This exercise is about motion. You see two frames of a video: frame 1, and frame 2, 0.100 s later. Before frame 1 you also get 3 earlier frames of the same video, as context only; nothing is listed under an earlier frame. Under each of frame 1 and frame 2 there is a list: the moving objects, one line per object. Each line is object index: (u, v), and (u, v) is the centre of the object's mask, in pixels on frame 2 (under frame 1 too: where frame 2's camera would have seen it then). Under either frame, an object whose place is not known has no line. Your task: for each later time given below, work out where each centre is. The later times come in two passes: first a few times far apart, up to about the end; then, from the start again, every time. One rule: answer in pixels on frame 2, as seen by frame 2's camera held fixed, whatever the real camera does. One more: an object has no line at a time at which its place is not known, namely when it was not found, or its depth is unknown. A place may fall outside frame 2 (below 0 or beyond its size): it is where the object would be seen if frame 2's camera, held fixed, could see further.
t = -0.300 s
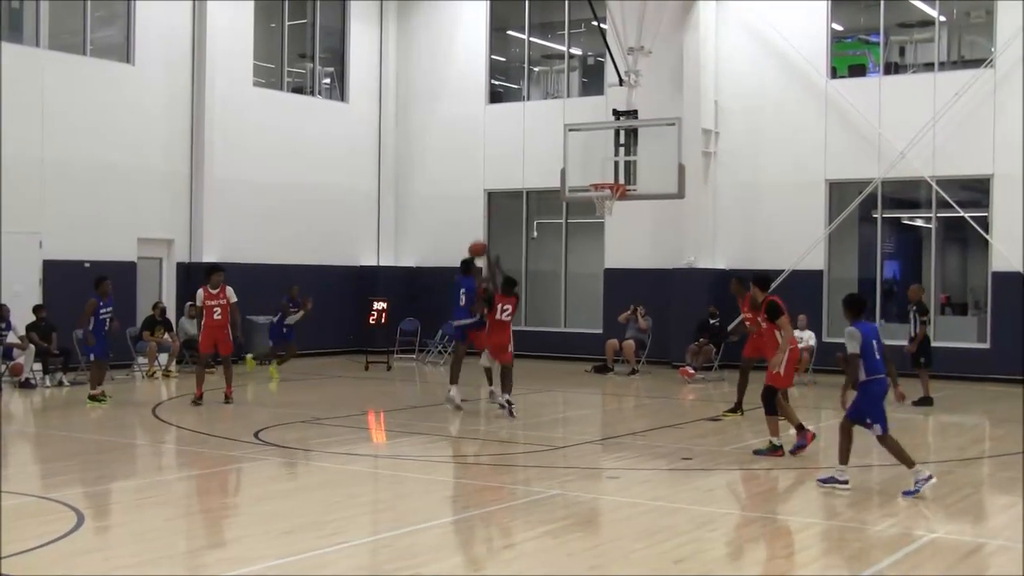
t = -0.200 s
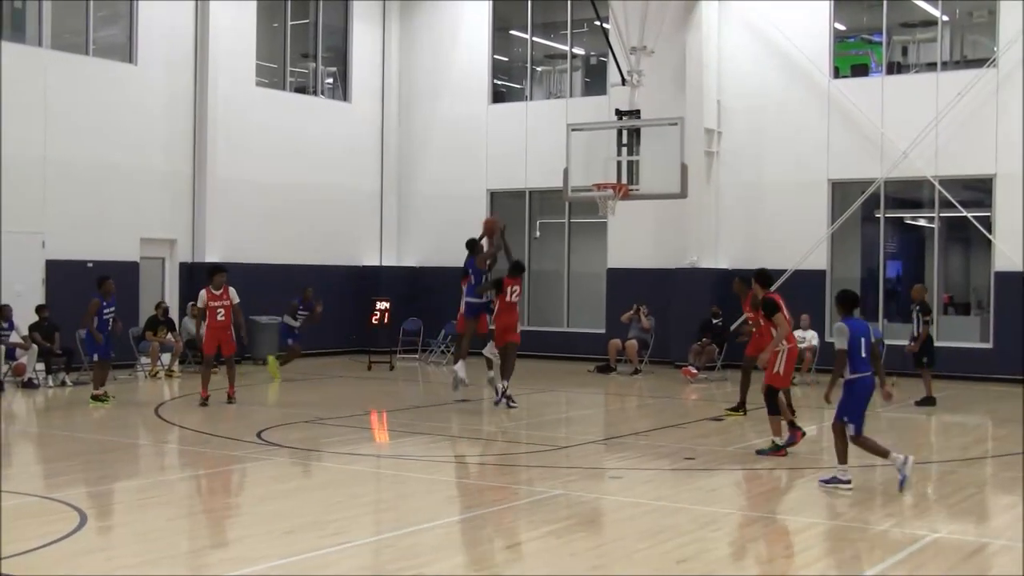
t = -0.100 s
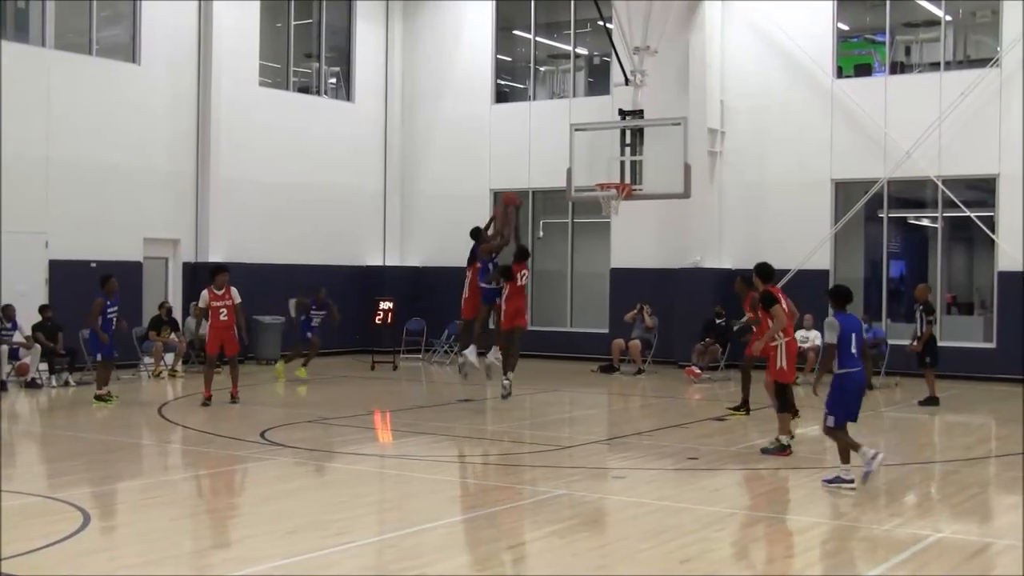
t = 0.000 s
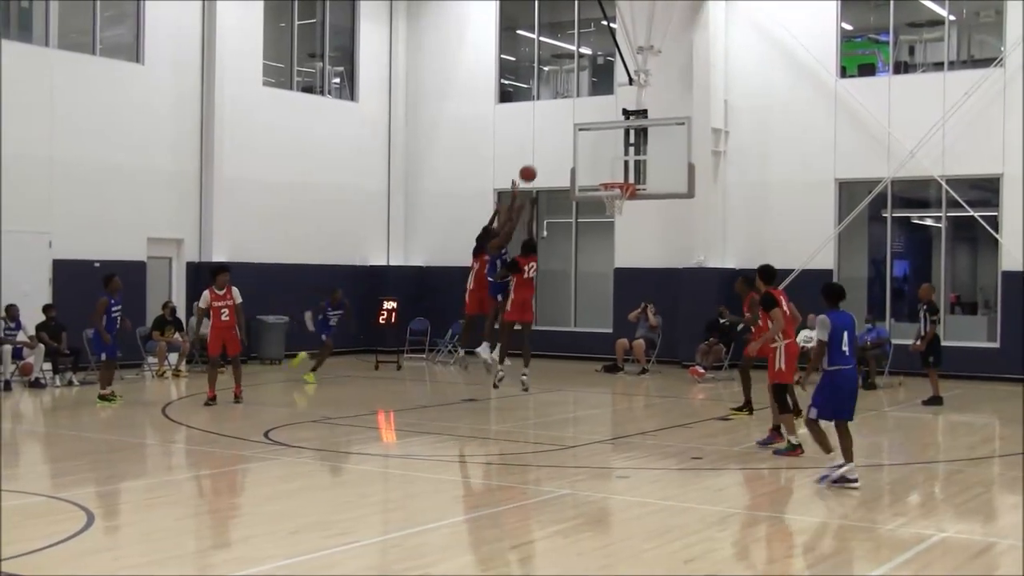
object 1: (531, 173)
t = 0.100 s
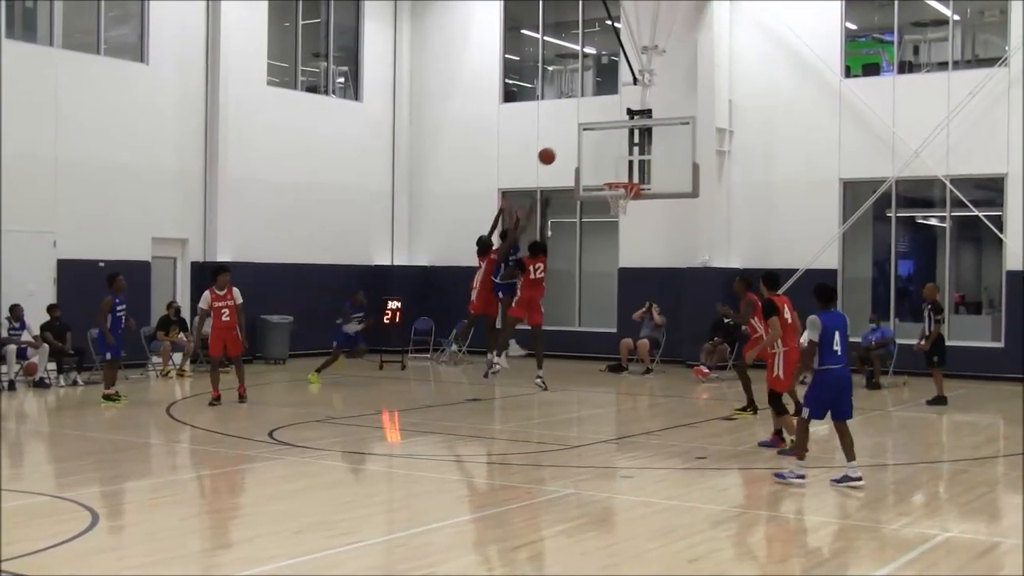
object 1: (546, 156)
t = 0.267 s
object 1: (571, 143)
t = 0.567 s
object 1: (614, 170)
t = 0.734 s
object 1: (638, 213)
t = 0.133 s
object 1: (551, 152)
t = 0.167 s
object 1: (556, 149)
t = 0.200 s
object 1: (561, 146)
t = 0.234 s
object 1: (566, 144)
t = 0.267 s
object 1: (571, 143)
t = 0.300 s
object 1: (576, 143)
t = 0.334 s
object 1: (581, 144)
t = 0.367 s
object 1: (585, 145)
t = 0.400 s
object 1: (590, 147)
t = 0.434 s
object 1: (595, 150)
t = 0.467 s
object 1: (600, 154)
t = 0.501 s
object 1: (605, 158)
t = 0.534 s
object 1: (610, 164)
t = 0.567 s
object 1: (614, 170)
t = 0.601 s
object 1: (620, 176)
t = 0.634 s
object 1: (623, 184)
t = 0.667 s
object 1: (631, 192)
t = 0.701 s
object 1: (634, 204)
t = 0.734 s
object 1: (638, 213)
